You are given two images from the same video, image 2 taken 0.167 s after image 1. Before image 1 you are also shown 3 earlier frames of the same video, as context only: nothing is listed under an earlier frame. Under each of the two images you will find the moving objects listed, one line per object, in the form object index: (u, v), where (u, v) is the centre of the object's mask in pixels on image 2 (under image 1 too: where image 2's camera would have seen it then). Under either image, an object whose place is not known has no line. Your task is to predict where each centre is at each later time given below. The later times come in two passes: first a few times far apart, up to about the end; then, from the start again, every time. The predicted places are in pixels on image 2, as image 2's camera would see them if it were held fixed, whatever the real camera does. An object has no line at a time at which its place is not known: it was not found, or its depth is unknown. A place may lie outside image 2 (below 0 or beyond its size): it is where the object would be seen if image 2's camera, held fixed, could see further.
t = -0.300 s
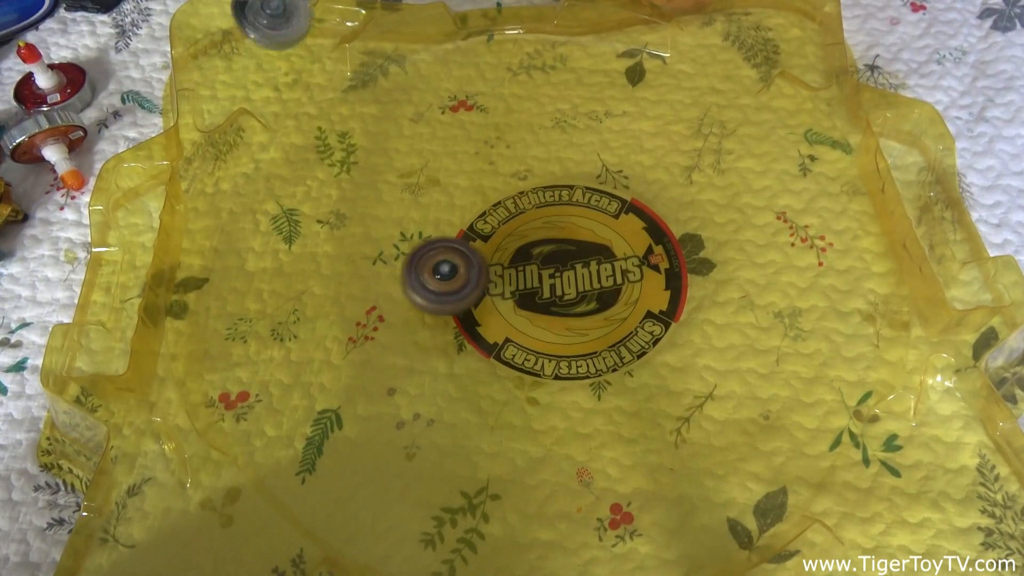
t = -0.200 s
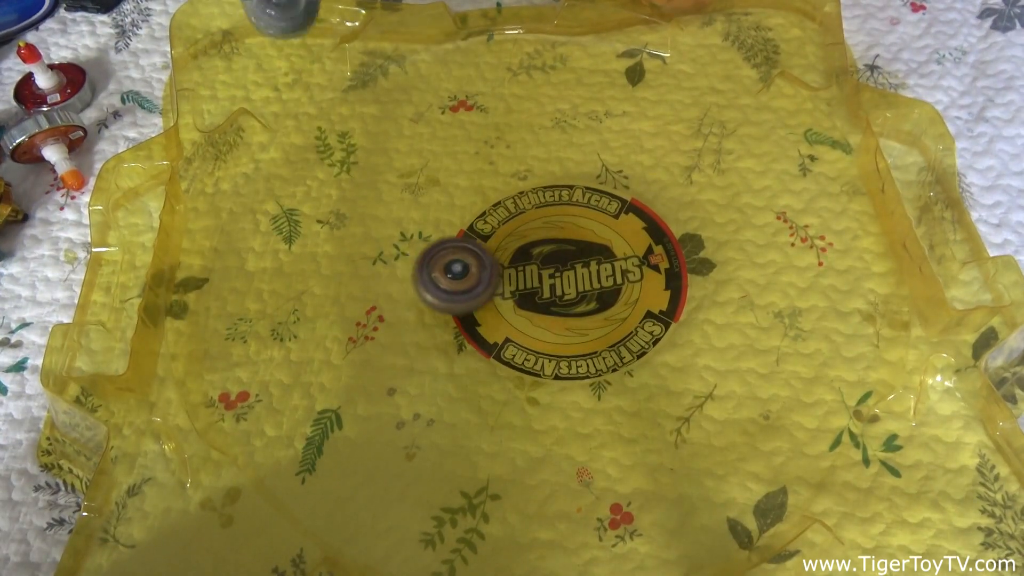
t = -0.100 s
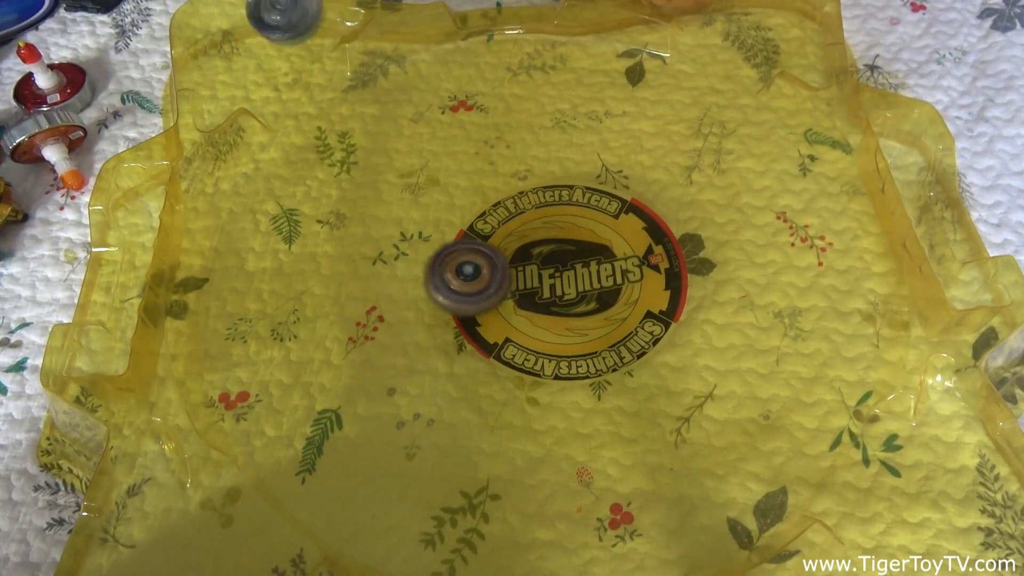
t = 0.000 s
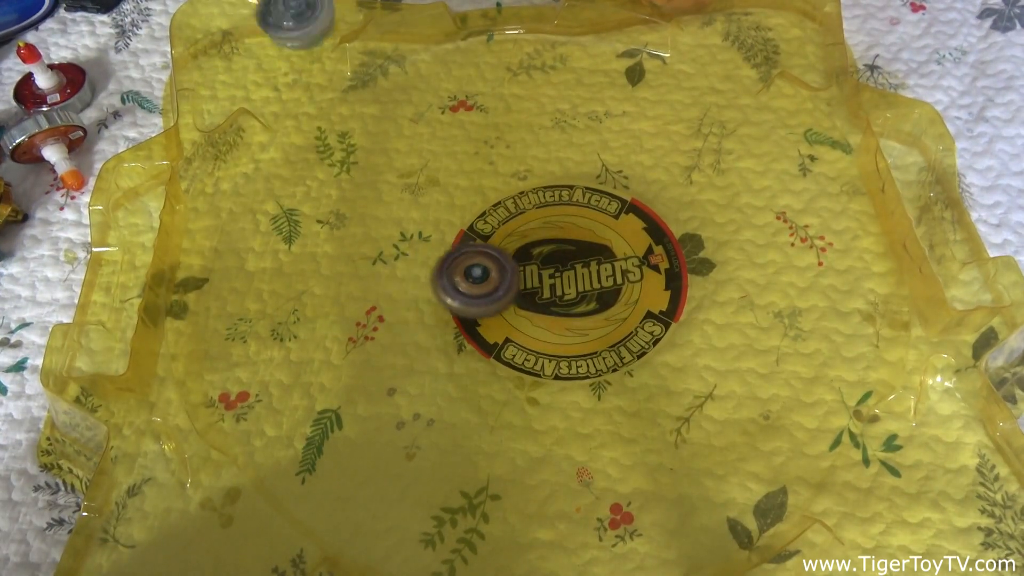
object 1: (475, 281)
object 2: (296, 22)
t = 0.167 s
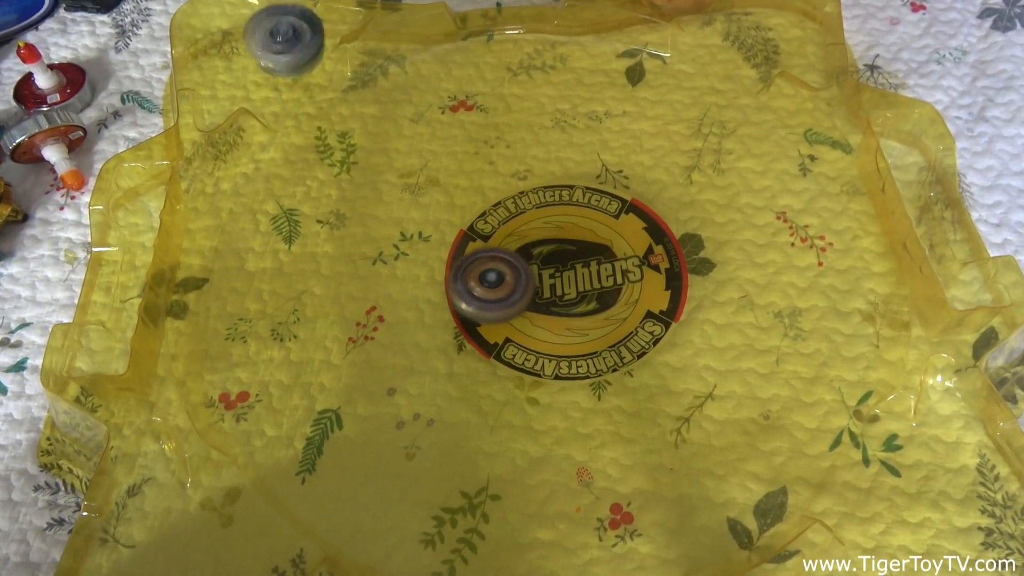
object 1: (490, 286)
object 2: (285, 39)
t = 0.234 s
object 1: (496, 288)
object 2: (292, 59)
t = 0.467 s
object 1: (525, 294)
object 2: (310, 130)
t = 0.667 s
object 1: (554, 292)
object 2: (304, 187)
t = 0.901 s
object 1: (580, 284)
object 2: (270, 244)
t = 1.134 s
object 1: (595, 273)
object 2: (232, 302)
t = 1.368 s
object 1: (597, 259)
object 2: (270, 345)
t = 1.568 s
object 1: (589, 246)
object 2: (358, 369)
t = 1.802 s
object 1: (573, 238)
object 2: (448, 392)
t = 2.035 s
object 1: (556, 234)
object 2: (522, 426)
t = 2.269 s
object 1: (543, 237)
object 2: (593, 442)
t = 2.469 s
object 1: (537, 245)
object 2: (634, 397)
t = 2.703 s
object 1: (541, 258)
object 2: (654, 322)
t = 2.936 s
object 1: (554, 274)
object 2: (674, 266)
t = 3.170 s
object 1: (572, 286)
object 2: (678, 219)
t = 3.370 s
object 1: (585, 295)
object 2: (639, 203)
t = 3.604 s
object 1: (590, 296)
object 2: (574, 209)
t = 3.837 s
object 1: (586, 290)
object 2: (516, 217)
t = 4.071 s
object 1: (585, 279)
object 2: (482, 227)
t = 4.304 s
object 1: (579, 268)
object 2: (475, 240)
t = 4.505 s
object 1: (578, 259)
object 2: (477, 256)
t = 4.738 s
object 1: (597, 253)
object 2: (434, 258)
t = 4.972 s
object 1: (597, 253)
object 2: (426, 257)
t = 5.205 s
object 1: (596, 254)
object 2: (460, 264)
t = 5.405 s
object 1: (593, 256)
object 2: (502, 280)
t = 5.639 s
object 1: (600, 250)
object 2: (506, 310)
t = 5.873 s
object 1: (599, 252)
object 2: (484, 328)
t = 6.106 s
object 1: (595, 255)
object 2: (491, 319)
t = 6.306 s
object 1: (592, 258)
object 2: (516, 307)
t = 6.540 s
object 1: (597, 253)
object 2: (521, 317)
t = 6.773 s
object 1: (596, 256)
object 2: (532, 317)
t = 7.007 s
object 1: (613, 222)
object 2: (518, 341)
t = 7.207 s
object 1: (603, 225)
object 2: (524, 337)
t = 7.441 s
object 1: (595, 232)
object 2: (545, 333)
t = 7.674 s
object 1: (594, 242)
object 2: (561, 344)
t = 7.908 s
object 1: (594, 249)
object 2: (578, 332)
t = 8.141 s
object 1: (597, 227)
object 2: (555, 356)
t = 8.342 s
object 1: (598, 227)
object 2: (555, 356)
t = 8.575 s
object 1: (597, 227)
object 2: (555, 356)
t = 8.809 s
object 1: (595, 229)
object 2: (555, 356)
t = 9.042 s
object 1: (593, 234)
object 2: (555, 356)
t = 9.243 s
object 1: (594, 238)
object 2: (555, 356)
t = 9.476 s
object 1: (596, 241)
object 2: (555, 356)
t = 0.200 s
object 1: (493, 287)
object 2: (287, 50)
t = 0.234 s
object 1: (496, 288)
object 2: (292, 59)
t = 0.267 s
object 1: (501, 290)
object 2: (294, 71)
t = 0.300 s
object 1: (504, 290)
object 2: (298, 82)
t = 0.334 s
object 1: (509, 292)
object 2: (302, 92)
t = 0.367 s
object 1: (512, 293)
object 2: (304, 101)
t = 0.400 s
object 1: (517, 293)
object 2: (308, 111)
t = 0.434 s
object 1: (521, 294)
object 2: (310, 119)
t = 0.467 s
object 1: (525, 294)
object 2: (310, 130)
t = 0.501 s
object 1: (530, 294)
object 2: (311, 140)
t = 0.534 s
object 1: (535, 294)
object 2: (310, 148)
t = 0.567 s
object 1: (539, 294)
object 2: (309, 159)
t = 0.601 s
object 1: (544, 293)
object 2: (310, 167)
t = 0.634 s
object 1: (549, 292)
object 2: (307, 176)
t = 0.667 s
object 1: (554, 292)
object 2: (304, 187)
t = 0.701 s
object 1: (558, 291)
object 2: (302, 193)
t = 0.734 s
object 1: (563, 290)
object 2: (298, 202)
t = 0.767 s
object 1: (566, 289)
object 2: (294, 212)
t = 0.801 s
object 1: (570, 288)
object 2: (288, 219)
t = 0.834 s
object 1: (573, 286)
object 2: (282, 229)
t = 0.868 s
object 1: (577, 285)
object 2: (277, 236)
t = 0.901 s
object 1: (580, 284)
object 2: (270, 244)
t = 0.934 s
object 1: (583, 282)
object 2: (263, 254)
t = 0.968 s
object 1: (586, 280)
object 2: (255, 260)
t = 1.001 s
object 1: (587, 279)
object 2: (248, 271)
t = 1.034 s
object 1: (590, 277)
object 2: (244, 278)
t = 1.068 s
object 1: (592, 276)
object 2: (239, 287)
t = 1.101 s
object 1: (594, 274)
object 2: (235, 296)
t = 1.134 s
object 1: (595, 273)
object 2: (232, 302)
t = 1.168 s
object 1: (597, 270)
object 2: (232, 311)
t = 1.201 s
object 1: (598, 269)
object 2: (235, 316)
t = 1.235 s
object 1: (598, 267)
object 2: (238, 324)
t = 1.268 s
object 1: (599, 264)
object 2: (244, 328)
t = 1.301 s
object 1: (598, 262)
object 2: (250, 335)
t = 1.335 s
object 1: (598, 261)
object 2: (259, 341)
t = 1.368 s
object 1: (597, 259)
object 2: (270, 345)
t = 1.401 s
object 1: (597, 256)
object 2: (281, 351)
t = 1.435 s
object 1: (596, 254)
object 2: (297, 354)
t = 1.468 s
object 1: (594, 252)
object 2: (310, 359)
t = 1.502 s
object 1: (593, 250)
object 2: (327, 361)
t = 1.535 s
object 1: (591, 248)
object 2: (342, 365)
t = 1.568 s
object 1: (589, 246)
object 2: (358, 369)
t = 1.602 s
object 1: (587, 244)
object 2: (371, 371)
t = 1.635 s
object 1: (585, 243)
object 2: (384, 375)
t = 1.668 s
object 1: (582, 242)
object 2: (400, 377)
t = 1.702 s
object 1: (580, 241)
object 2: (411, 381)
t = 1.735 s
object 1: (578, 239)
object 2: (425, 383)
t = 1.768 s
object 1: (576, 239)
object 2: (434, 388)
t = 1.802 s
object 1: (573, 238)
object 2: (448, 392)
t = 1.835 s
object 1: (570, 237)
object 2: (457, 396)
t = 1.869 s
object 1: (567, 236)
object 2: (469, 402)
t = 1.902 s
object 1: (565, 236)
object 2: (478, 406)
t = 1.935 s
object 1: (563, 236)
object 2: (489, 411)
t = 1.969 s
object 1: (560, 235)
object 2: (501, 415)
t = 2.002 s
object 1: (557, 235)
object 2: (509, 421)
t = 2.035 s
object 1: (556, 234)
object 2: (522, 426)
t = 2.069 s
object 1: (553, 234)
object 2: (531, 431)
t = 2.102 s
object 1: (551, 235)
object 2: (544, 436)
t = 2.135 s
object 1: (549, 235)
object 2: (553, 440)
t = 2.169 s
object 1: (547, 235)
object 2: (565, 442)
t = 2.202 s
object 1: (545, 236)
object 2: (574, 445)
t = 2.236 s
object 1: (544, 237)
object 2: (585, 443)
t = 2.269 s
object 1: (543, 237)
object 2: (593, 442)
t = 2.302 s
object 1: (541, 238)
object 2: (602, 437)
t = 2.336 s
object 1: (540, 239)
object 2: (609, 432)
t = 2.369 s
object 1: (539, 240)
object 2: (616, 424)
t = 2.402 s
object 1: (538, 242)
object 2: (622, 417)
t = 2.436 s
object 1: (538, 243)
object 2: (630, 406)
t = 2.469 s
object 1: (537, 245)
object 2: (634, 397)
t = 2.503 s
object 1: (538, 247)
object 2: (639, 384)
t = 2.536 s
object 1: (537, 248)
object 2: (642, 373)
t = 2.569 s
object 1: (538, 250)
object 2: (646, 361)
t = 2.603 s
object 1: (538, 252)
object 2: (647, 351)
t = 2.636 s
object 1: (539, 254)
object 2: (650, 341)
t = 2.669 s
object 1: (540, 256)
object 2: (651, 332)
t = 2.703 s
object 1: (541, 258)
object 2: (654, 322)
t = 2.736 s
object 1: (542, 260)
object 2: (656, 314)
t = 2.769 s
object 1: (543, 262)
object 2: (659, 305)
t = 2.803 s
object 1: (545, 264)
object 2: (661, 297)
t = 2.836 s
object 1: (547, 267)
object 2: (665, 290)
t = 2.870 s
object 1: (549, 269)
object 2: (667, 282)
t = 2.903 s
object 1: (551, 271)
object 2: (672, 274)
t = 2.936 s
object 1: (554, 274)
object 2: (674, 266)
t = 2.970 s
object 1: (556, 275)
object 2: (678, 259)
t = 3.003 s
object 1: (559, 277)
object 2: (680, 252)
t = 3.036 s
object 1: (561, 279)
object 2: (683, 245)
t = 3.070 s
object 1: (564, 281)
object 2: (682, 238)
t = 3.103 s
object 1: (567, 283)
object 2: (683, 231)
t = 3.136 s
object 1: (569, 284)
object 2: (680, 226)
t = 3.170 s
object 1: (572, 286)
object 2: (678, 219)
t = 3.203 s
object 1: (574, 287)
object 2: (674, 217)
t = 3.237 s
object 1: (577, 290)
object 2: (669, 212)
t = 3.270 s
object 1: (579, 291)
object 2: (663, 210)
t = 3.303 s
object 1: (581, 293)
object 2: (655, 206)
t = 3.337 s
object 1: (584, 294)
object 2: (648, 205)
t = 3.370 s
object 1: (585, 295)
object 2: (639, 203)
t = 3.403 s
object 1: (587, 296)
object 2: (630, 203)
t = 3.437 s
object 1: (588, 297)
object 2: (619, 203)
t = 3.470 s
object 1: (589, 298)
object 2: (610, 203)
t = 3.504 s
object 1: (589, 298)
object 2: (599, 206)
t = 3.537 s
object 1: (589, 298)
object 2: (591, 205)
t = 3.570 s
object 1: (589, 297)
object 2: (582, 209)
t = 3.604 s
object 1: (590, 296)
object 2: (574, 209)
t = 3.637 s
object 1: (589, 295)
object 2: (565, 211)
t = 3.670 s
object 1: (588, 294)
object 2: (556, 212)
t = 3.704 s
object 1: (588, 294)
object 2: (548, 214)
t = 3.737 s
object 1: (587, 293)
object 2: (540, 213)
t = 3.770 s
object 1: (587, 292)
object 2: (532, 215)
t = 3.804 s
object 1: (587, 291)
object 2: (523, 217)
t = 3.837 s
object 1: (586, 290)
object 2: (516, 217)
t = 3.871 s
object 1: (587, 289)
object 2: (508, 220)
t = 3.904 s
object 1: (586, 287)
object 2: (502, 219)
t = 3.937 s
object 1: (586, 286)
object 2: (497, 222)
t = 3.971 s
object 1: (586, 284)
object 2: (492, 223)
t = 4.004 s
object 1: (586, 283)
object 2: (488, 225)
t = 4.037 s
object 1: (586, 282)
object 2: (484, 226)
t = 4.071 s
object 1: (585, 279)
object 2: (482, 227)
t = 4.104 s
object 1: (584, 278)
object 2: (479, 230)
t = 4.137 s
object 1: (584, 276)
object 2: (476, 230)
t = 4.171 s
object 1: (583, 275)
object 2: (475, 234)
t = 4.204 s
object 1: (583, 273)
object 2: (474, 234)
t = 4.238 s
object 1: (583, 272)
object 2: (474, 237)
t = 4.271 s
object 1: (581, 270)
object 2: (473, 239)
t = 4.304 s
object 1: (579, 268)
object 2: (475, 240)
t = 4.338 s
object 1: (578, 266)
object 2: (475, 244)
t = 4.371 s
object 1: (576, 264)
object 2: (476, 245)
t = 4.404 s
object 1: (575, 263)
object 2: (479, 248)
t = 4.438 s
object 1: (574, 261)
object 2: (480, 251)
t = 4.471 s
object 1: (572, 260)
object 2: (483, 252)
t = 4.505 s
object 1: (578, 259)
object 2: (477, 256)
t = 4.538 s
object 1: (588, 256)
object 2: (470, 257)
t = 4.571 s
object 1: (594, 254)
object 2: (466, 259)
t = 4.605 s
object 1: (597, 253)
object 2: (464, 259)
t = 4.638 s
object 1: (597, 253)
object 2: (457, 260)
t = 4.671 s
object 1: (597, 253)
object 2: (447, 258)
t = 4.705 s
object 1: (597, 253)
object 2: (440, 258)
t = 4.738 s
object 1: (597, 253)
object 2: (434, 258)
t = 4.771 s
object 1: (598, 253)
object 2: (430, 256)
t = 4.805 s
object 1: (598, 253)
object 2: (427, 257)
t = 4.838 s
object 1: (598, 253)
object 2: (425, 257)
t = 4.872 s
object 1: (598, 253)
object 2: (425, 257)
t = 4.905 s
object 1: (598, 253)
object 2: (424, 257)
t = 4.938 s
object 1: (598, 253)
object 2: (424, 256)
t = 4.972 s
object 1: (597, 253)
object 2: (426, 257)
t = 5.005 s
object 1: (597, 253)
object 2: (429, 257)
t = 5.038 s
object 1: (597, 253)
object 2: (433, 257)
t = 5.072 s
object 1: (597, 254)
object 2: (438, 259)
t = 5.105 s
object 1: (597, 254)
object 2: (443, 259)
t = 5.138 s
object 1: (596, 254)
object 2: (448, 260)
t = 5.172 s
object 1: (596, 254)
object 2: (455, 262)
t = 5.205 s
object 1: (596, 254)
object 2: (460, 264)
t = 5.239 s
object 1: (595, 254)
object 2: (468, 265)
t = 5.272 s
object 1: (595, 254)
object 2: (476, 268)
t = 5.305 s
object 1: (594, 255)
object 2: (480, 270)
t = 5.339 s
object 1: (594, 255)
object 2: (489, 273)
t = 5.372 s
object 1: (594, 256)
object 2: (496, 275)
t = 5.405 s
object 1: (593, 256)
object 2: (502, 280)
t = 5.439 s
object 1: (593, 257)
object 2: (508, 283)
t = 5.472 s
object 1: (593, 257)
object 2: (511, 288)
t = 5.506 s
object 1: (597, 254)
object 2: (510, 293)
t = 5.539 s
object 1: (599, 252)
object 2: (511, 296)
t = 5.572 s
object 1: (600, 251)
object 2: (510, 298)
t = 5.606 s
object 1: (600, 251)
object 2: (511, 302)
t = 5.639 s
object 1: (600, 250)
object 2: (506, 310)
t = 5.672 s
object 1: (599, 251)
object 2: (500, 316)
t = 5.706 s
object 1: (599, 251)
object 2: (495, 319)
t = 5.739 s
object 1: (599, 251)
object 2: (494, 322)
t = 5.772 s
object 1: (599, 251)
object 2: (493, 324)
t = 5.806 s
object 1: (599, 252)
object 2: (488, 327)
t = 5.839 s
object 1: (599, 252)
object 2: (487, 328)
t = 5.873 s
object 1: (599, 252)
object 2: (484, 328)
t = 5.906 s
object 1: (598, 253)
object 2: (483, 329)
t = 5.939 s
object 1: (598, 254)
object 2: (484, 328)
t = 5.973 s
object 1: (598, 254)
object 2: (482, 327)
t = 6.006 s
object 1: (598, 254)
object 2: (483, 325)
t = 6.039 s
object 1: (597, 254)
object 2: (486, 324)
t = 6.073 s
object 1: (596, 255)
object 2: (486, 321)
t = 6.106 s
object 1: (595, 255)
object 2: (491, 319)
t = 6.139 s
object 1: (594, 256)
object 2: (494, 318)
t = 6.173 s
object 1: (593, 257)
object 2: (495, 315)
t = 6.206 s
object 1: (592, 257)
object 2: (502, 312)
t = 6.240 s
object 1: (592, 258)
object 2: (506, 311)
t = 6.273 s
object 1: (591, 258)
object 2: (508, 309)
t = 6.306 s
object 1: (592, 258)
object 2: (516, 307)
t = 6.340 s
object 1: (596, 255)
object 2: (517, 308)
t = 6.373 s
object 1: (597, 253)
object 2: (518, 311)
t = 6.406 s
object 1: (597, 253)
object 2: (518, 314)
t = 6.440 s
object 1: (597, 253)
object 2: (516, 314)
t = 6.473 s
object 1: (597, 253)
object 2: (520, 314)
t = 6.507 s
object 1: (597, 253)
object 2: (522, 316)
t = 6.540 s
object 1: (597, 253)
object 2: (521, 317)
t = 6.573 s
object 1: (597, 253)
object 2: (522, 317)
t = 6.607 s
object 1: (597, 254)
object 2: (521, 317)
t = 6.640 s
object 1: (597, 254)
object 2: (523, 317)
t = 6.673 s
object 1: (596, 254)
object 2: (527, 318)
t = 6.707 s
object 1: (596, 254)
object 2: (526, 319)
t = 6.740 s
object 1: (596, 255)
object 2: (527, 318)
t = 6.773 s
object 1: (596, 256)
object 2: (532, 317)
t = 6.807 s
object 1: (595, 256)
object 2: (534, 317)
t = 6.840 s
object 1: (595, 256)
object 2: (534, 317)
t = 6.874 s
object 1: (598, 252)
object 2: (532, 324)
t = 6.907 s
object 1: (605, 239)
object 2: (525, 334)
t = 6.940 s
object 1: (611, 230)
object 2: (521, 340)
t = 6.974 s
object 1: (613, 225)
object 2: (518, 341)
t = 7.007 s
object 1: (613, 222)
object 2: (518, 341)
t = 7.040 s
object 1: (612, 220)
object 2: (518, 342)
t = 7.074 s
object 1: (610, 220)
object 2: (522, 341)
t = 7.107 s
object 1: (609, 220)
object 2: (526, 343)
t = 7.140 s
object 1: (606, 222)
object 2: (523, 342)
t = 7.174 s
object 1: (604, 224)
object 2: (523, 340)
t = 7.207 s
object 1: (603, 225)
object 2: (524, 337)
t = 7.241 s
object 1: (602, 226)
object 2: (524, 333)
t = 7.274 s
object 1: (602, 226)
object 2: (529, 330)
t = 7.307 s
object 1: (601, 227)
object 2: (533, 332)
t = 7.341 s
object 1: (599, 228)
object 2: (533, 334)
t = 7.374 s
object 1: (598, 228)
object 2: (536, 335)
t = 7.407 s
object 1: (596, 230)
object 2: (540, 333)
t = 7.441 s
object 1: (595, 232)
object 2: (545, 333)
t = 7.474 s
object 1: (595, 233)
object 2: (551, 336)
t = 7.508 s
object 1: (593, 236)
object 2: (554, 340)
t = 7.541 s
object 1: (594, 237)
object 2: (556, 342)
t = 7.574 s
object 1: (594, 239)
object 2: (557, 345)
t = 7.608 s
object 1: (594, 240)
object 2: (556, 346)
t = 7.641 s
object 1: (594, 240)
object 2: (557, 346)
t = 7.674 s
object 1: (594, 242)
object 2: (561, 344)
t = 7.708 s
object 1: (593, 243)
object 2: (563, 343)
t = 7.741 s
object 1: (593, 244)
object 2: (565, 341)
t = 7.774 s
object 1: (593, 245)
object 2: (568, 338)
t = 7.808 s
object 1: (593, 246)
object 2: (573, 334)
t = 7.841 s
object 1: (593, 247)
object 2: (575, 334)
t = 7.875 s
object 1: (594, 248)
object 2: (577, 334)
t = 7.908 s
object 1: (594, 249)
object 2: (578, 332)
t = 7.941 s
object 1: (595, 249)
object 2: (580, 333)
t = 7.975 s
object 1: (597, 241)
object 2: (578, 343)
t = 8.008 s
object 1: (597, 233)
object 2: (575, 354)
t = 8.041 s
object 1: (597, 229)
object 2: (569, 359)
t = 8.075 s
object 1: (597, 227)
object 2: (564, 358)
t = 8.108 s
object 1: (597, 227)
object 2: (559, 357)
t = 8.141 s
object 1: (597, 227)
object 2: (555, 356)
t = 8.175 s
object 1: (597, 227)
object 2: (554, 355)
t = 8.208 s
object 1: (598, 227)
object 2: (554, 354)
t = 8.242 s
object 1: (598, 227)
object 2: (554, 354)
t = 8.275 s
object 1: (598, 227)
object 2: (554, 355)
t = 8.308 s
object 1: (598, 227)
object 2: (555, 355)
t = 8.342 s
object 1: (598, 227)
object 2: (555, 356)
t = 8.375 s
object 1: (598, 227)
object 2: (555, 356)
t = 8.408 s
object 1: (598, 227)
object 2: (555, 356)
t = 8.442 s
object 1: (598, 227)
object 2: (555, 356)
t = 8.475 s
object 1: (598, 227)
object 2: (555, 356)
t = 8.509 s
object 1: (598, 227)
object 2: (555, 356)
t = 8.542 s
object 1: (597, 227)
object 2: (555, 356)
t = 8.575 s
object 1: (597, 227)
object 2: (555, 356)
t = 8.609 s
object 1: (597, 227)
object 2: (555, 356)
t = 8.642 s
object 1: (597, 227)
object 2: (555, 356)
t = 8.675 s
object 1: (596, 228)
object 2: (555, 356)
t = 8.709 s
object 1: (596, 228)
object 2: (555, 356)
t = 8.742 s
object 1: (596, 228)
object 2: (555, 356)
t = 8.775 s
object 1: (595, 228)
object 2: (555, 356)
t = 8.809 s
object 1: (595, 229)
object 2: (555, 356)
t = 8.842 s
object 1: (594, 229)
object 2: (555, 356)
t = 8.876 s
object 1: (594, 230)
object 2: (555, 356)
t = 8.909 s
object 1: (594, 231)
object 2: (555, 356)
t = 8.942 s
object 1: (594, 232)
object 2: (555, 356)
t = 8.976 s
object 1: (593, 232)
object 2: (555, 356)
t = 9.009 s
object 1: (593, 233)
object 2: (555, 356)
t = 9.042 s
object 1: (593, 234)
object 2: (555, 356)
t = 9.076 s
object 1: (593, 234)
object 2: (555, 356)
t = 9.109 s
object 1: (593, 235)
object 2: (555, 356)
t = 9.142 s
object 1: (593, 236)
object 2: (555, 356)
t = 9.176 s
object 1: (594, 236)
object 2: (555, 356)
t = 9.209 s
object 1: (594, 237)
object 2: (555, 356)
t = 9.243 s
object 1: (594, 238)
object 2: (555, 356)
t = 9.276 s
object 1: (594, 238)
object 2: (555, 356)
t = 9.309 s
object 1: (594, 238)
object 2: (555, 356)
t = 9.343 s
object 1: (595, 239)
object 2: (555, 356)
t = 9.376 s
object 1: (595, 240)
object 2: (555, 356)
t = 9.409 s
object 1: (595, 240)
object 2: (555, 356)
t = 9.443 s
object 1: (596, 241)
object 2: (555, 356)
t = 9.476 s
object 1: (596, 241)
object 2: (555, 356)
